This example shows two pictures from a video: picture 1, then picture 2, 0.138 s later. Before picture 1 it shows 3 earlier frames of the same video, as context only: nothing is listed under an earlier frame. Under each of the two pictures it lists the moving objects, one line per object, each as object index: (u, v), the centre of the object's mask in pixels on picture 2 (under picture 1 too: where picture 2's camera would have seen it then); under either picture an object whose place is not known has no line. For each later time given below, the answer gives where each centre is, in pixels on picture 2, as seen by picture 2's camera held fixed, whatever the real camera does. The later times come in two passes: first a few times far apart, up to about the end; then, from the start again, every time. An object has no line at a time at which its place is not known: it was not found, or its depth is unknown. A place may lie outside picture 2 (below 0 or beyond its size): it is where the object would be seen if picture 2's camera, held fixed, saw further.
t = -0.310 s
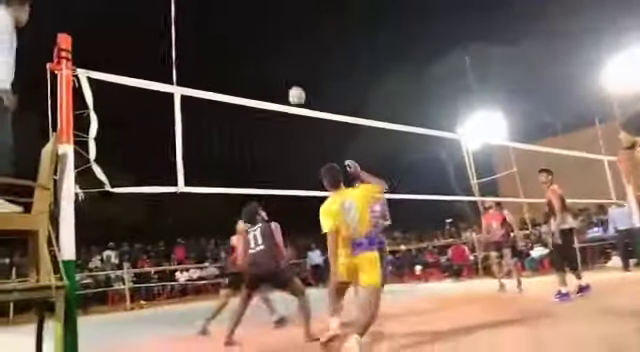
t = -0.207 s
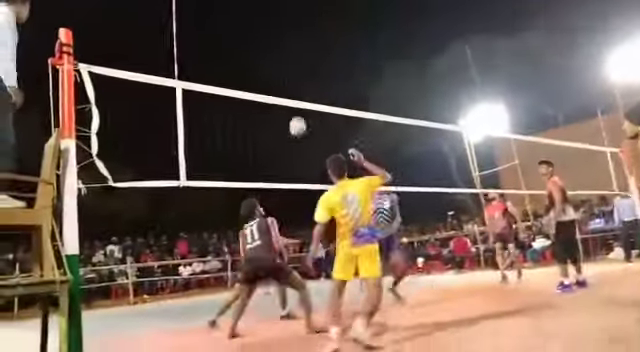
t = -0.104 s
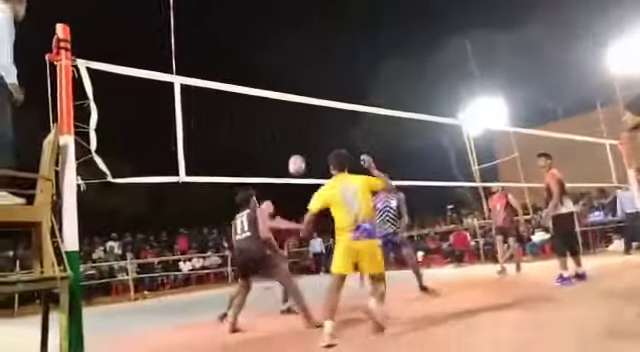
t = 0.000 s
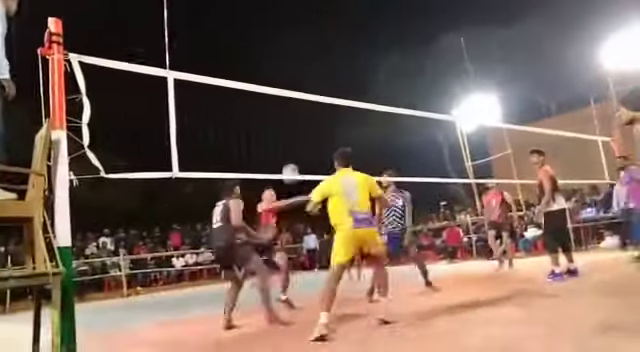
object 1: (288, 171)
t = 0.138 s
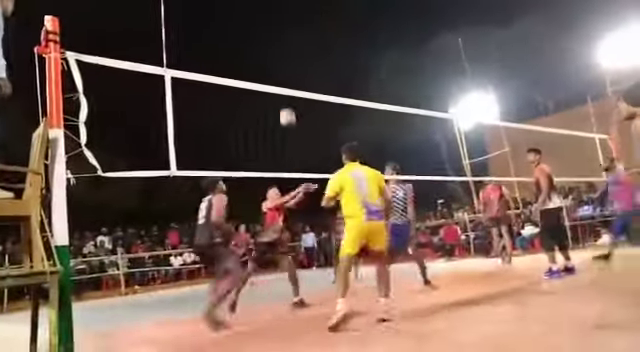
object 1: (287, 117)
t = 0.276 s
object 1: (287, 77)
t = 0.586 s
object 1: (291, 32)
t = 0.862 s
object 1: (299, 40)
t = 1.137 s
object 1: (311, 87)
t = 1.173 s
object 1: (313, 98)
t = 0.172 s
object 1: (287, 106)
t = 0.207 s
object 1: (286, 96)
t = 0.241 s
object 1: (287, 83)
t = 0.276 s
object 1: (287, 77)
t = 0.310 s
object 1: (287, 69)
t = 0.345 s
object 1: (287, 61)
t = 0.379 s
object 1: (288, 55)
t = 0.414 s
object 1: (288, 50)
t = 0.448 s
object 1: (288, 45)
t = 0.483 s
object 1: (289, 41)
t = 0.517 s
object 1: (290, 37)
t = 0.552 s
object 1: (290, 34)
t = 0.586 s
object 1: (291, 32)
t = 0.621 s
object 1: (291, 31)
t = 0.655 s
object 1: (292, 30)
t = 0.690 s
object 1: (293, 30)
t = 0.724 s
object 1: (294, 31)
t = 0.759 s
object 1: (295, 32)
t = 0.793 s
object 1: (296, 35)
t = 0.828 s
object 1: (297, 37)
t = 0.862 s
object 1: (299, 40)
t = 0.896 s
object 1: (300, 44)
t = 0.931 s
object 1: (301, 48)
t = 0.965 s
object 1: (303, 54)
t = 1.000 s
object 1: (304, 59)
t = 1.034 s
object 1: (306, 65)
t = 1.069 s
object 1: (308, 73)
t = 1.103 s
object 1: (309, 80)
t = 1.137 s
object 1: (311, 87)
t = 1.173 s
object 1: (313, 98)
